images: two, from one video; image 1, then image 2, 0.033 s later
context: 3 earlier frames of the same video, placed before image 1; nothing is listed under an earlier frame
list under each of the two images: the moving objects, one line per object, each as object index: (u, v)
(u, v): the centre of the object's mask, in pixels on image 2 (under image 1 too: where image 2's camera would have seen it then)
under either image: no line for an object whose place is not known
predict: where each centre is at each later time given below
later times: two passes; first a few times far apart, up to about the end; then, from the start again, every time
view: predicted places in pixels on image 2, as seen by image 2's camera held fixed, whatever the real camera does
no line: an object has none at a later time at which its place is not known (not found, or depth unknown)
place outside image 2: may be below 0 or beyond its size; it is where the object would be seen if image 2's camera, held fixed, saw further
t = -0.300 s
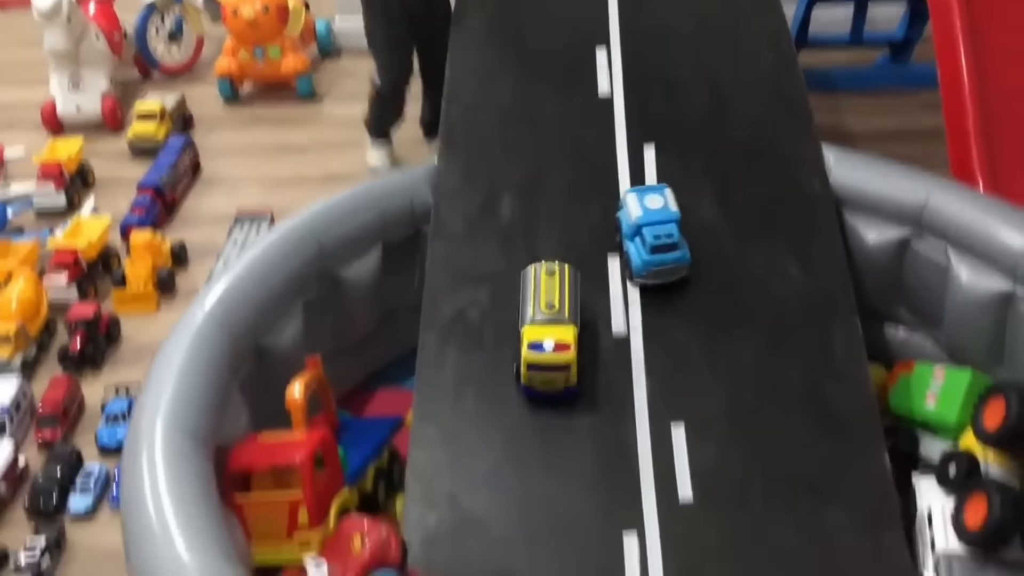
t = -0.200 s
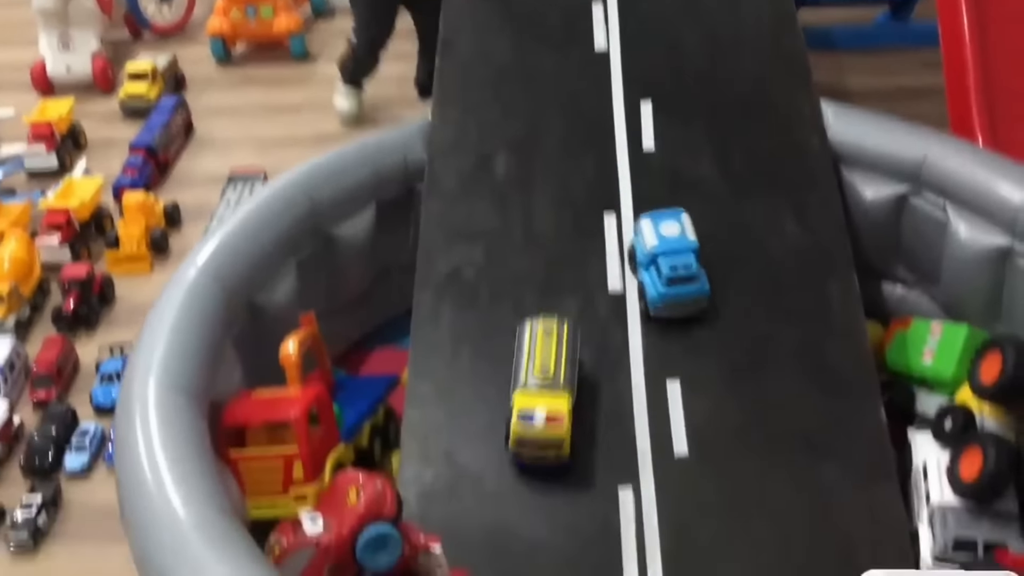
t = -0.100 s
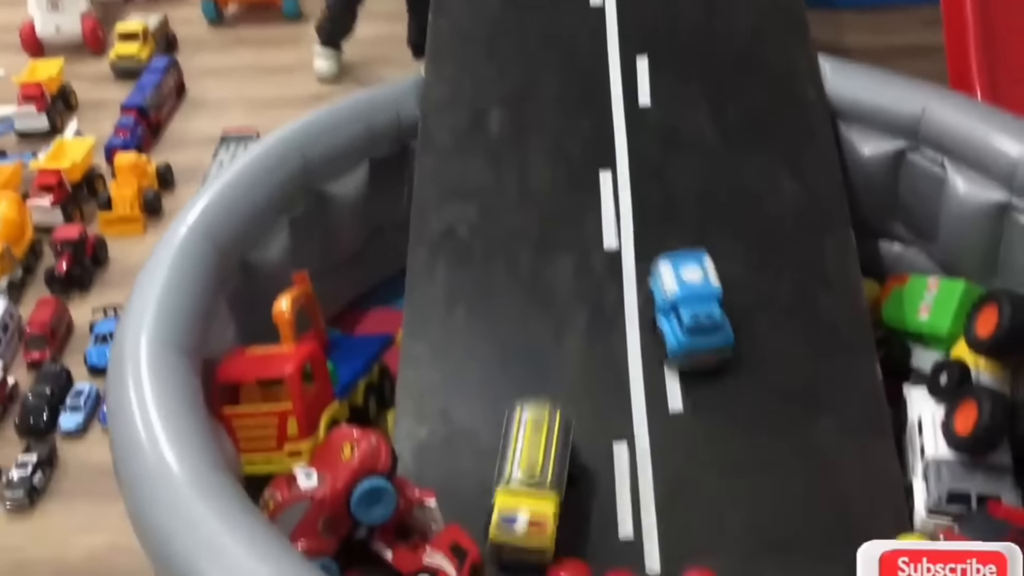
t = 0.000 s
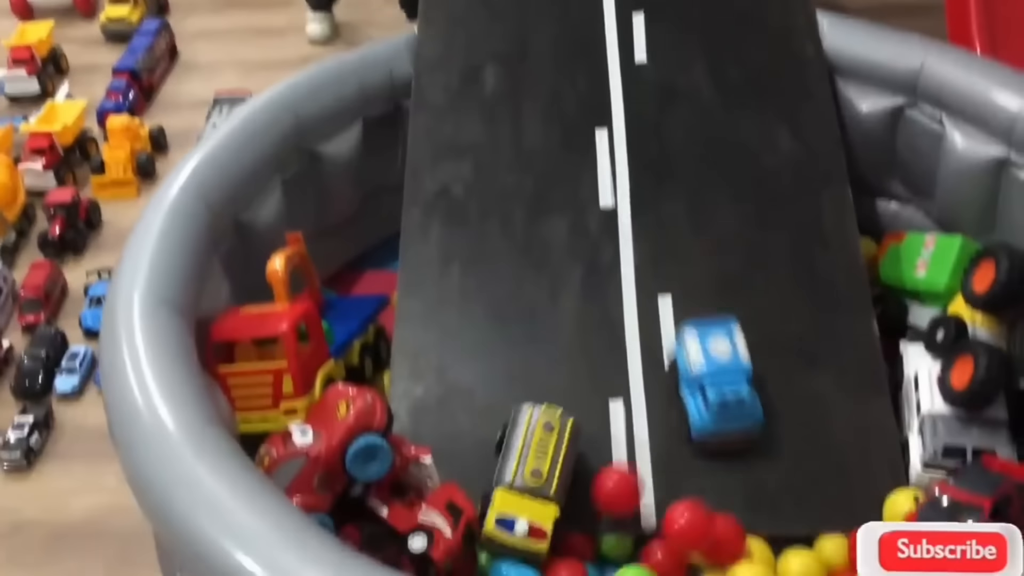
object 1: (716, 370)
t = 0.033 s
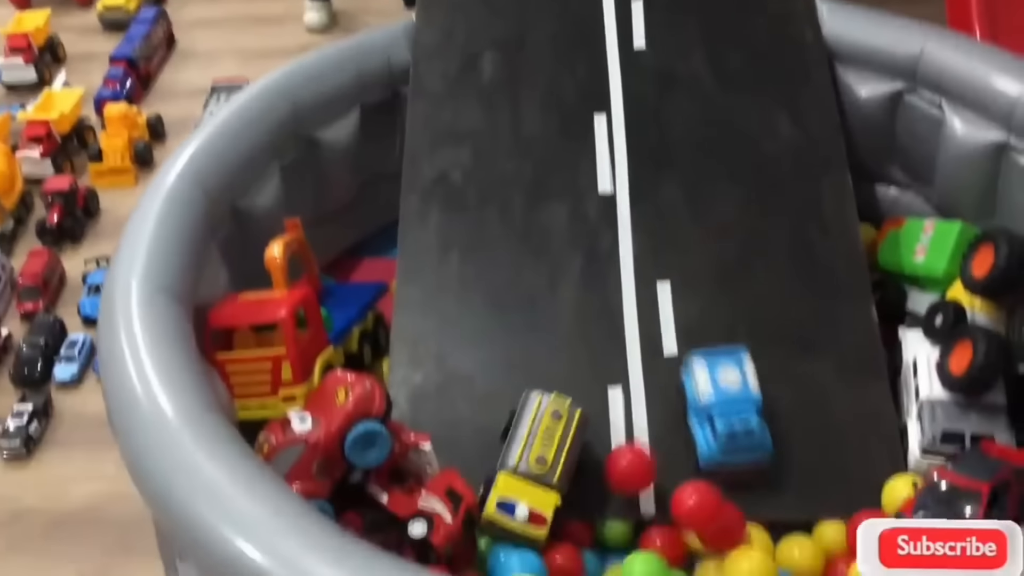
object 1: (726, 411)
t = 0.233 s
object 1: (801, 499)
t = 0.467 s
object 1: (796, 498)
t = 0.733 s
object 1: (795, 497)
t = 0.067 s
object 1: (739, 451)
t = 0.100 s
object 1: (753, 469)
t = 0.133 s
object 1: (766, 479)
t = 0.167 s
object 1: (777, 488)
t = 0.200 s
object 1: (793, 497)
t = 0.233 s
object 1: (801, 499)
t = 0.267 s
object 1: (802, 497)
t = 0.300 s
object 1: (800, 497)
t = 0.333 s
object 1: (798, 497)
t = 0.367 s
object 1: (797, 497)
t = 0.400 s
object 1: (796, 497)
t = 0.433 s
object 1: (795, 497)
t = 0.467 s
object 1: (796, 498)
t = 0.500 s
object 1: (796, 498)
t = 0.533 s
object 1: (796, 498)
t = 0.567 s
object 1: (796, 498)
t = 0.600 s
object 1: (795, 498)
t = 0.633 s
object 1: (795, 498)
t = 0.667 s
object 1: (795, 498)
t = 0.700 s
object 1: (795, 497)
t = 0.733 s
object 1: (795, 497)
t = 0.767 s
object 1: (794, 497)
